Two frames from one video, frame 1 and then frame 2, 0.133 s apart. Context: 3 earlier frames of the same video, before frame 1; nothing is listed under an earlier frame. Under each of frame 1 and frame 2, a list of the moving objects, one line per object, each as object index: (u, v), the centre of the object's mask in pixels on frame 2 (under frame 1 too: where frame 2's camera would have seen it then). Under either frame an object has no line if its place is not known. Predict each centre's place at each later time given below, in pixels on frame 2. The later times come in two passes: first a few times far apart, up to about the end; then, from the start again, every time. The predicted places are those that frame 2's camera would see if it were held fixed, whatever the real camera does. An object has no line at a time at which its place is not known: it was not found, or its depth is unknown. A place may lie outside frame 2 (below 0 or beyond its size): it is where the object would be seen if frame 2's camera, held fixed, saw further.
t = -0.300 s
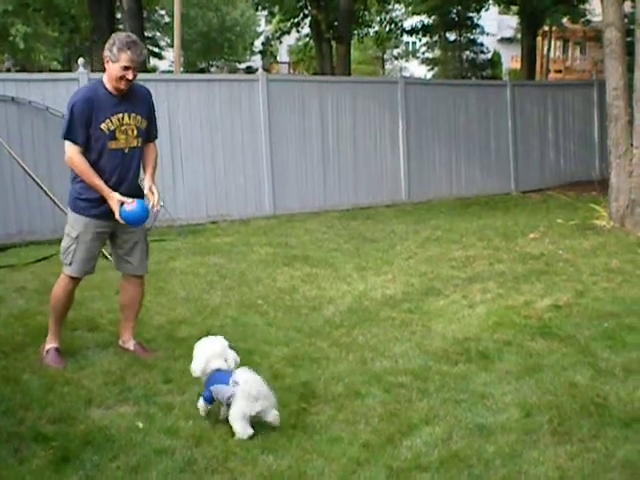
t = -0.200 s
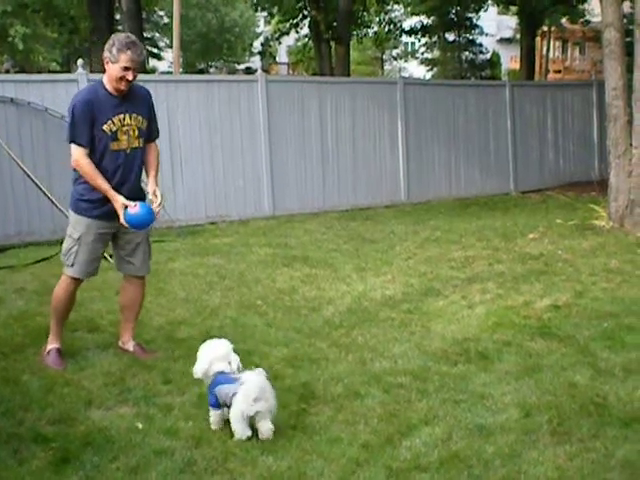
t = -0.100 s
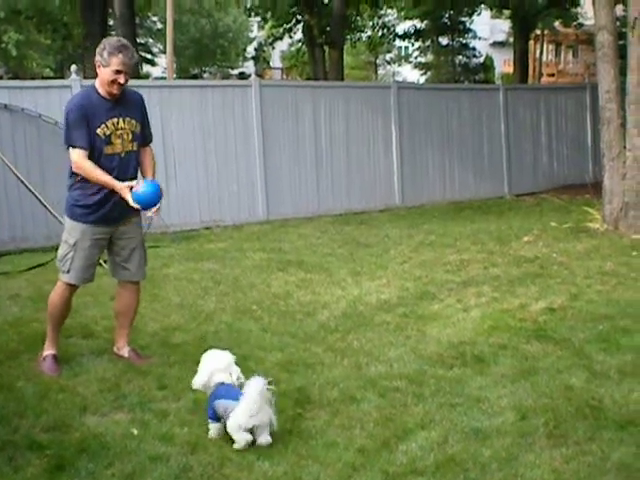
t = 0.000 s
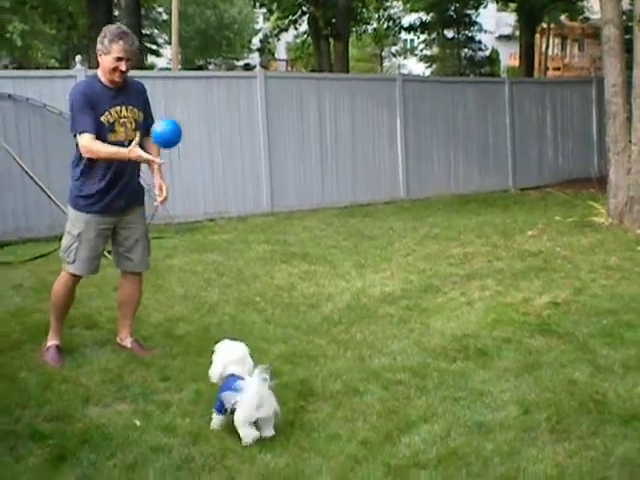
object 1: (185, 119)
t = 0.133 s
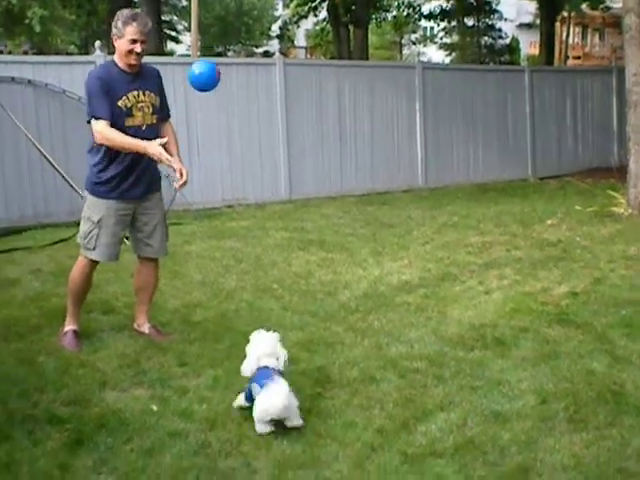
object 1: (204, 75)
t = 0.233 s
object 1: (219, 64)
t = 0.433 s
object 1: (249, 108)
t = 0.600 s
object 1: (270, 210)
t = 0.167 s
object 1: (209, 69)
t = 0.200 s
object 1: (214, 65)
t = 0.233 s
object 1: (219, 64)
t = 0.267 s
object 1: (224, 65)
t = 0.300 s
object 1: (229, 69)
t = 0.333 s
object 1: (234, 75)
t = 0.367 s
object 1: (239, 84)
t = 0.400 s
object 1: (244, 95)
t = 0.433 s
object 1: (249, 108)
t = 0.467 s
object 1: (253, 124)
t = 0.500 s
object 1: (258, 142)
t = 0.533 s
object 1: (262, 163)
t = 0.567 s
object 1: (266, 185)
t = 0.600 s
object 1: (270, 210)
